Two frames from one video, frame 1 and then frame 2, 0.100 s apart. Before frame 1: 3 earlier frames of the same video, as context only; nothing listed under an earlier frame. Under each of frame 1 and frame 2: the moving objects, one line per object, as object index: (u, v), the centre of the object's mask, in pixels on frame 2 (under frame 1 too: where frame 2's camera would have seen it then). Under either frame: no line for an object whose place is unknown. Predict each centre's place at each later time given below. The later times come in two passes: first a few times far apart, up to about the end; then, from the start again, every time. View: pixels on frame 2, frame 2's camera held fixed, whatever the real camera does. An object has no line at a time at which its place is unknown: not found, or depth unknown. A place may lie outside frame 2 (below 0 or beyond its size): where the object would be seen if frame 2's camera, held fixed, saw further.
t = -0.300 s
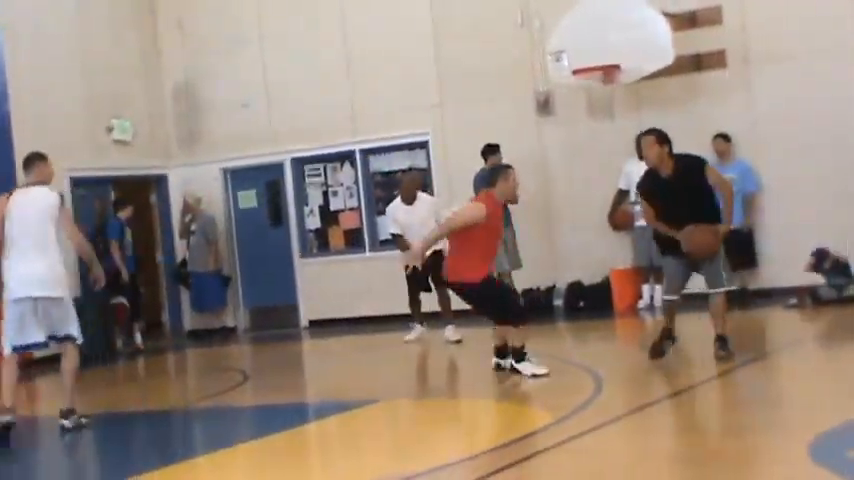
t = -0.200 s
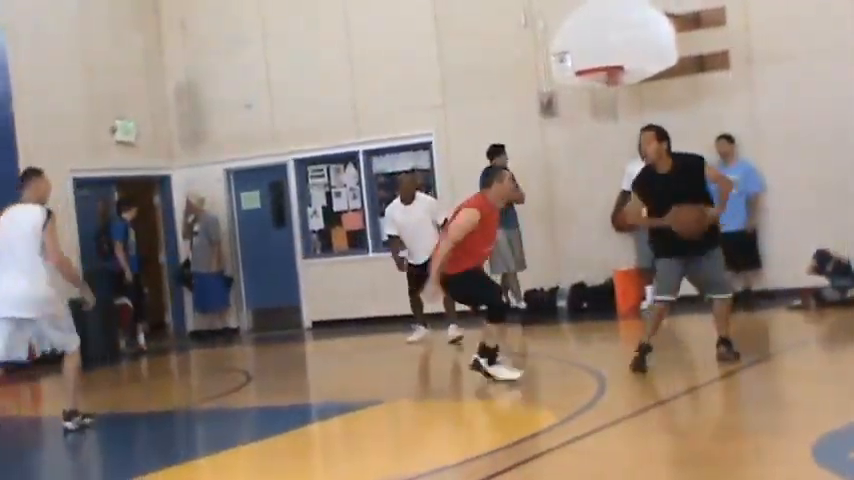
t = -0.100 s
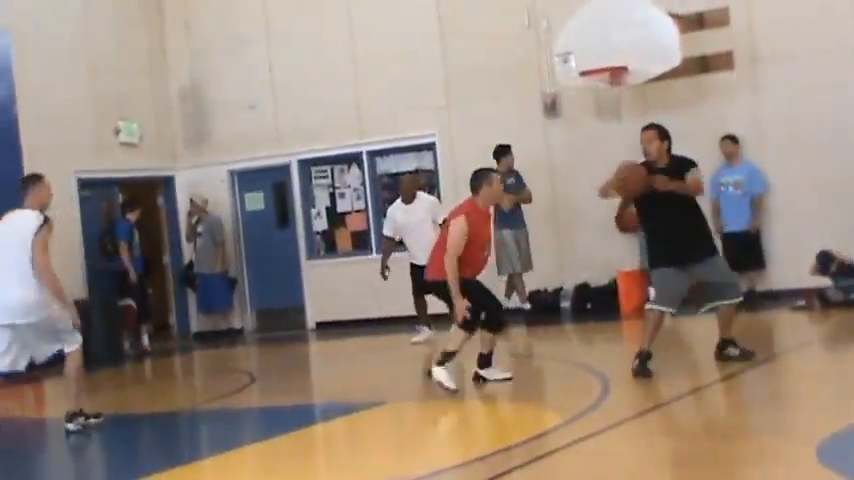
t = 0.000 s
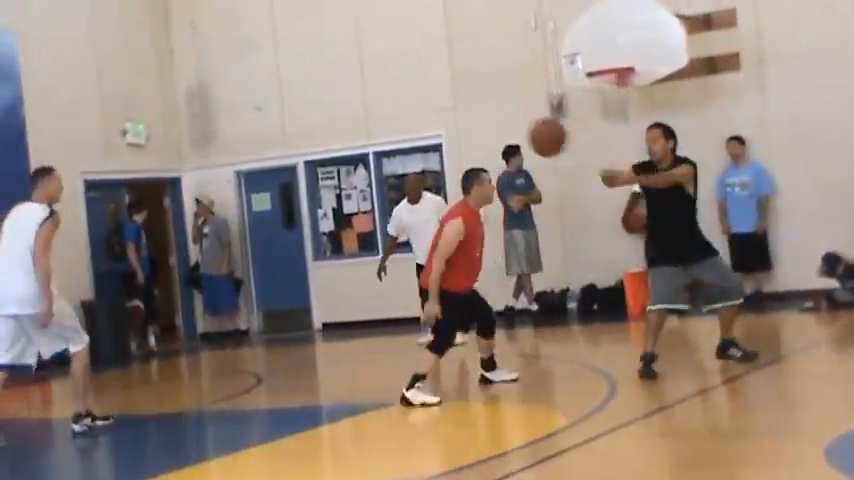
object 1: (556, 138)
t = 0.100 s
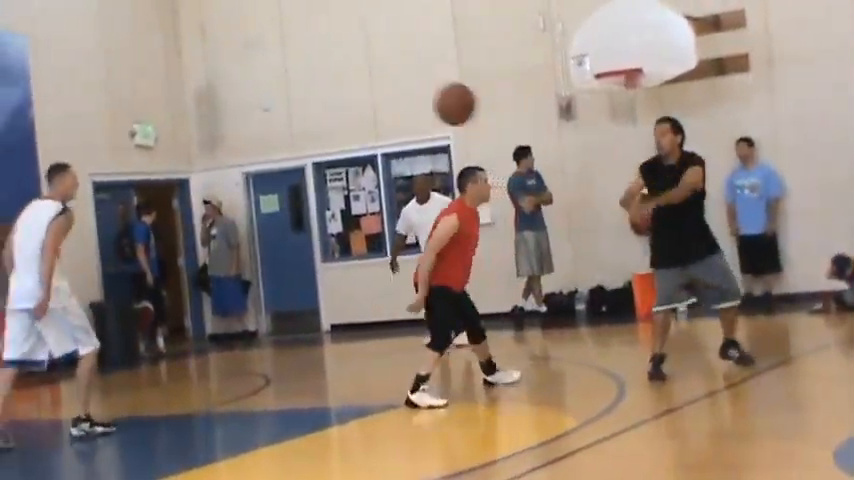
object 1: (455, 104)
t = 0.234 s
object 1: (299, 75)
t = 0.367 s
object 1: (108, 74)
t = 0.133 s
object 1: (418, 94)
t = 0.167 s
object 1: (381, 87)
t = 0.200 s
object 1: (341, 80)
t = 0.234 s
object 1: (299, 75)
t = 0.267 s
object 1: (256, 72)
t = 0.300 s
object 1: (210, 70)
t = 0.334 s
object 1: (161, 71)
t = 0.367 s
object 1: (108, 74)
